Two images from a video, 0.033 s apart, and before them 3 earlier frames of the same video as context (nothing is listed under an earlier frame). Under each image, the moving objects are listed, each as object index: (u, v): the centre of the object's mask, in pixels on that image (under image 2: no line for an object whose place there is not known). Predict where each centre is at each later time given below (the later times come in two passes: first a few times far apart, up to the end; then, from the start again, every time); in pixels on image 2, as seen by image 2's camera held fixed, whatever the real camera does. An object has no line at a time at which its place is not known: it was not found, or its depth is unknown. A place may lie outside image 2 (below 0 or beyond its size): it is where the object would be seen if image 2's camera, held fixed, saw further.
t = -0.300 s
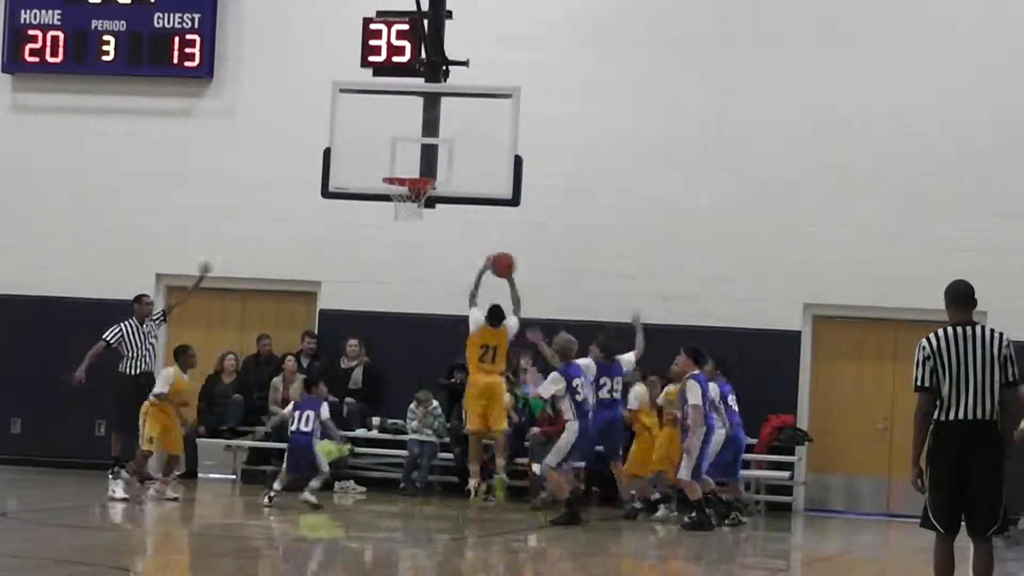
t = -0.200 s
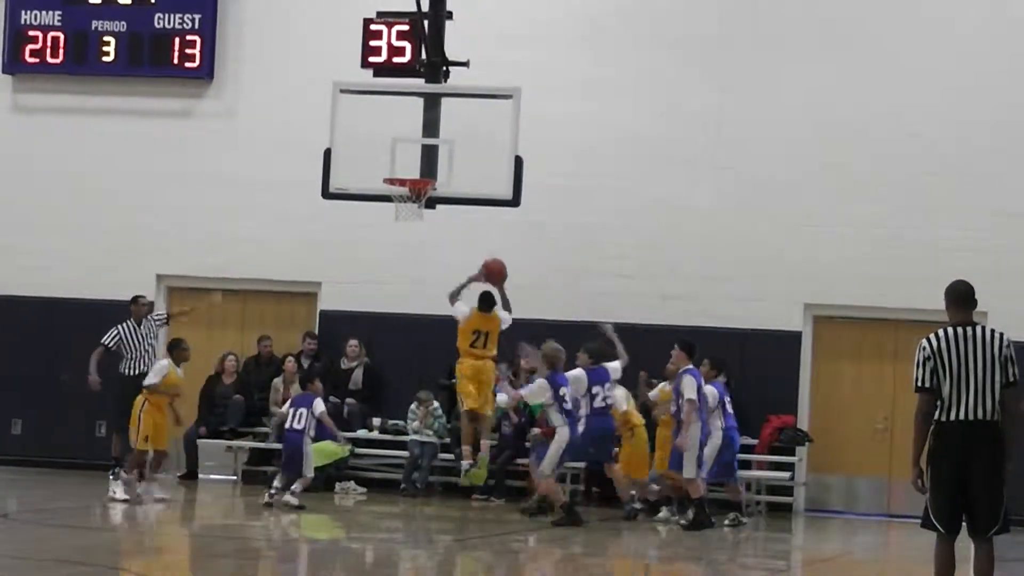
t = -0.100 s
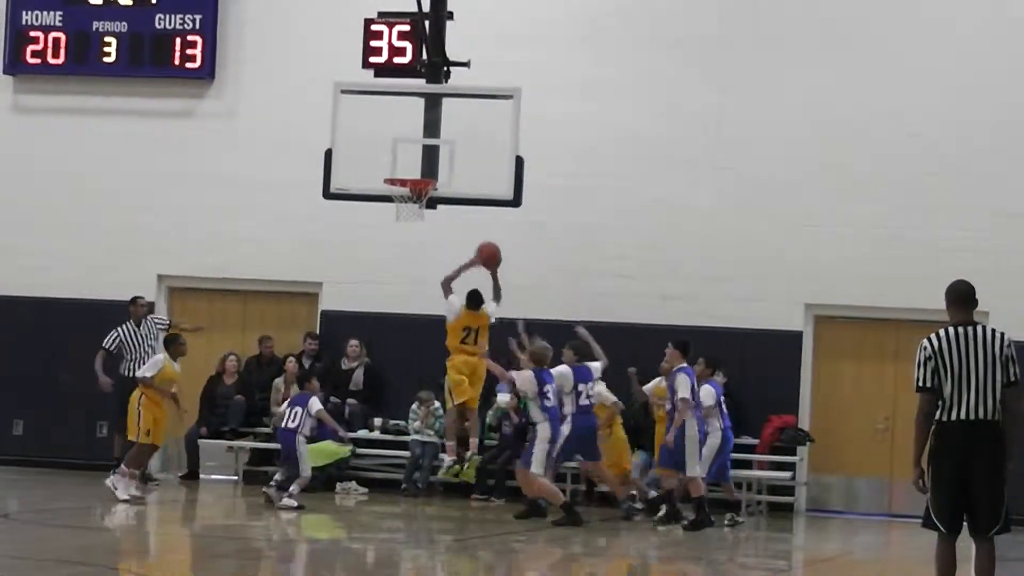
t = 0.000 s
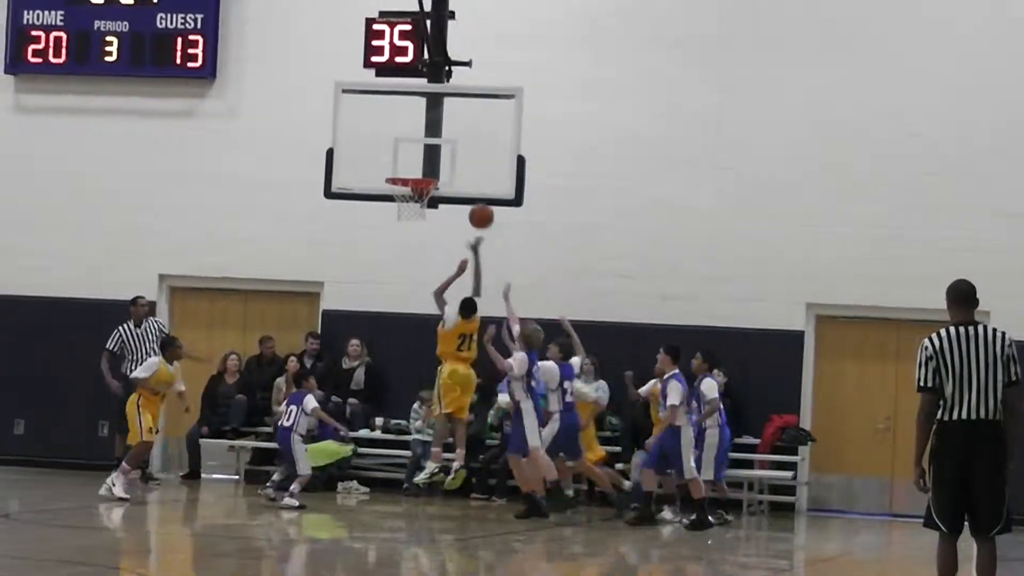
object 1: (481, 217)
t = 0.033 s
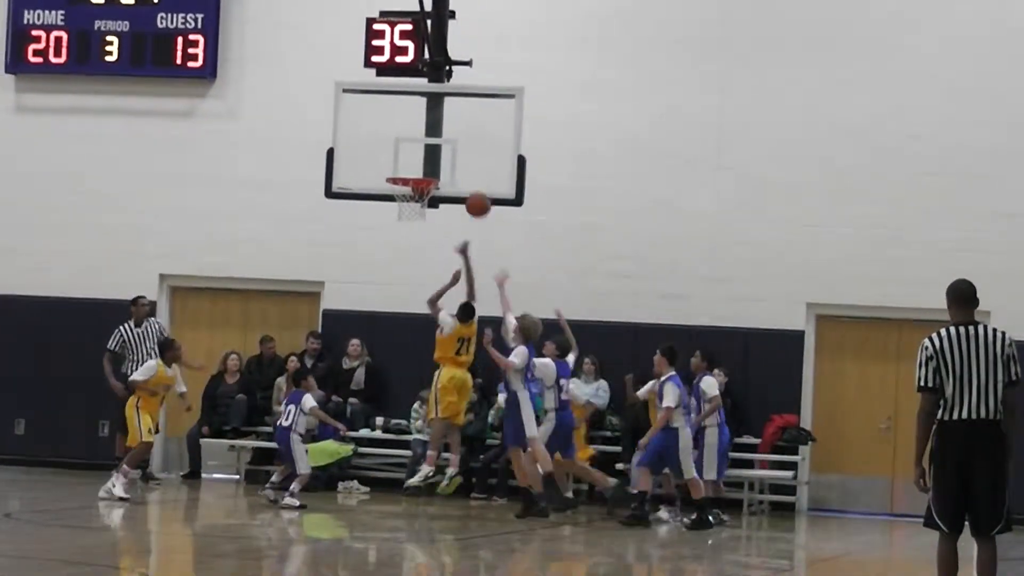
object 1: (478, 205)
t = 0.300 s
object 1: (447, 163)
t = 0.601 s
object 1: (420, 171)
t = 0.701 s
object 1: (410, 198)
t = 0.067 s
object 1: (474, 194)
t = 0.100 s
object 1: (471, 187)
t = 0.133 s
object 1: (467, 179)
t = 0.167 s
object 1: (463, 172)
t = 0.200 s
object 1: (459, 168)
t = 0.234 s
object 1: (455, 165)
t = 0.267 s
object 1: (451, 163)
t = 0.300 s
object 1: (447, 163)
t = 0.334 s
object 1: (443, 163)
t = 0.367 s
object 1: (439, 164)
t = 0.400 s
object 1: (434, 166)
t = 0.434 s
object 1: (431, 166)
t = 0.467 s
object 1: (429, 166)
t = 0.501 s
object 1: (427, 167)
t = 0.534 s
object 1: (425, 168)
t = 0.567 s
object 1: (422, 169)
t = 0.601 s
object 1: (420, 171)
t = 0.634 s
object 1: (419, 178)
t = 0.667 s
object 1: (413, 189)
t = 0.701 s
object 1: (410, 198)
